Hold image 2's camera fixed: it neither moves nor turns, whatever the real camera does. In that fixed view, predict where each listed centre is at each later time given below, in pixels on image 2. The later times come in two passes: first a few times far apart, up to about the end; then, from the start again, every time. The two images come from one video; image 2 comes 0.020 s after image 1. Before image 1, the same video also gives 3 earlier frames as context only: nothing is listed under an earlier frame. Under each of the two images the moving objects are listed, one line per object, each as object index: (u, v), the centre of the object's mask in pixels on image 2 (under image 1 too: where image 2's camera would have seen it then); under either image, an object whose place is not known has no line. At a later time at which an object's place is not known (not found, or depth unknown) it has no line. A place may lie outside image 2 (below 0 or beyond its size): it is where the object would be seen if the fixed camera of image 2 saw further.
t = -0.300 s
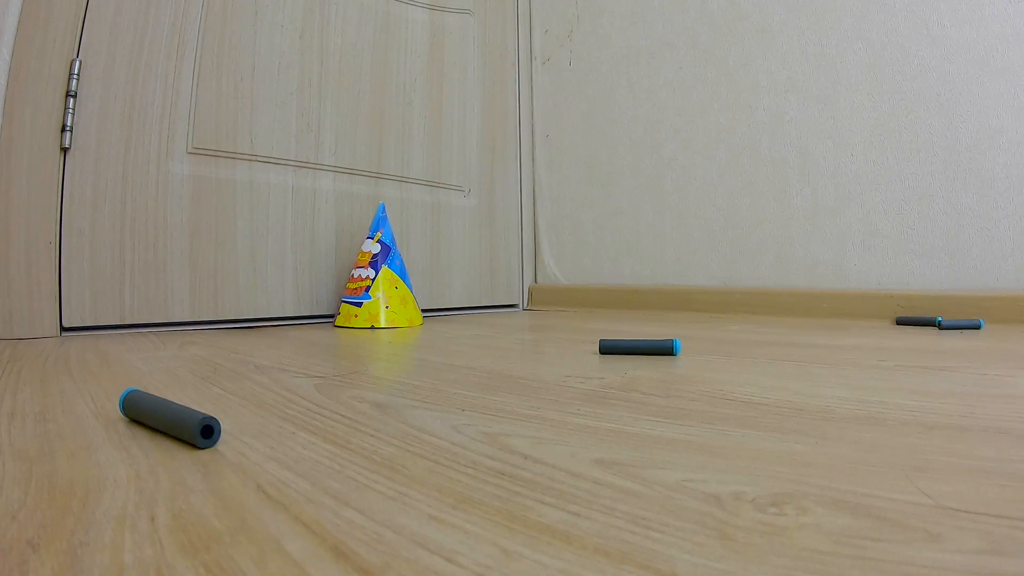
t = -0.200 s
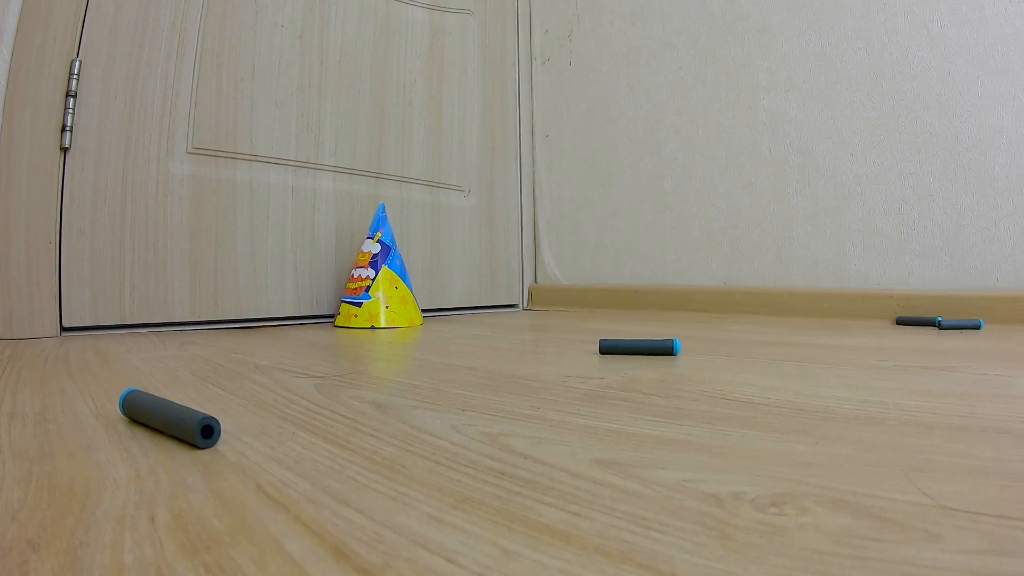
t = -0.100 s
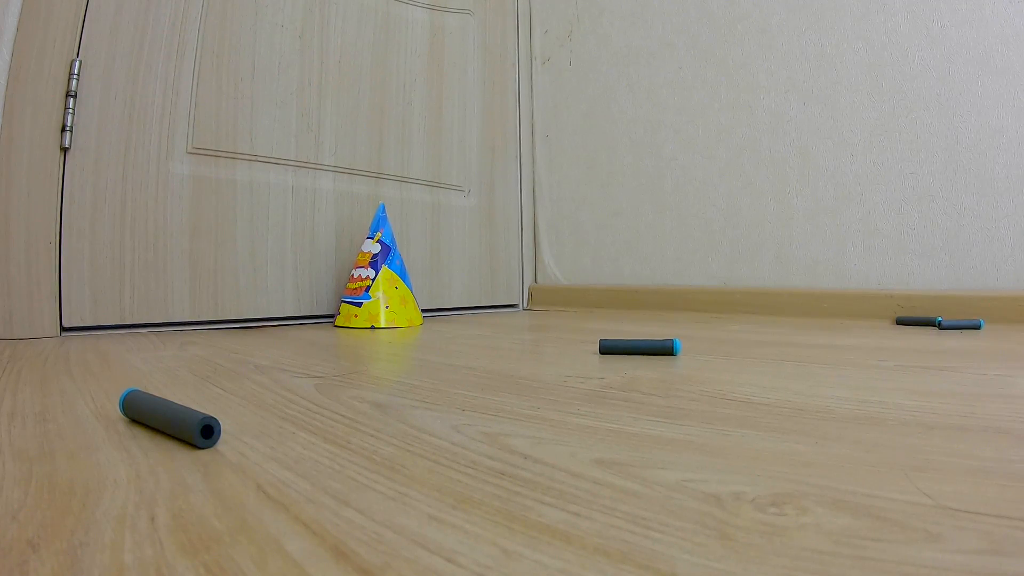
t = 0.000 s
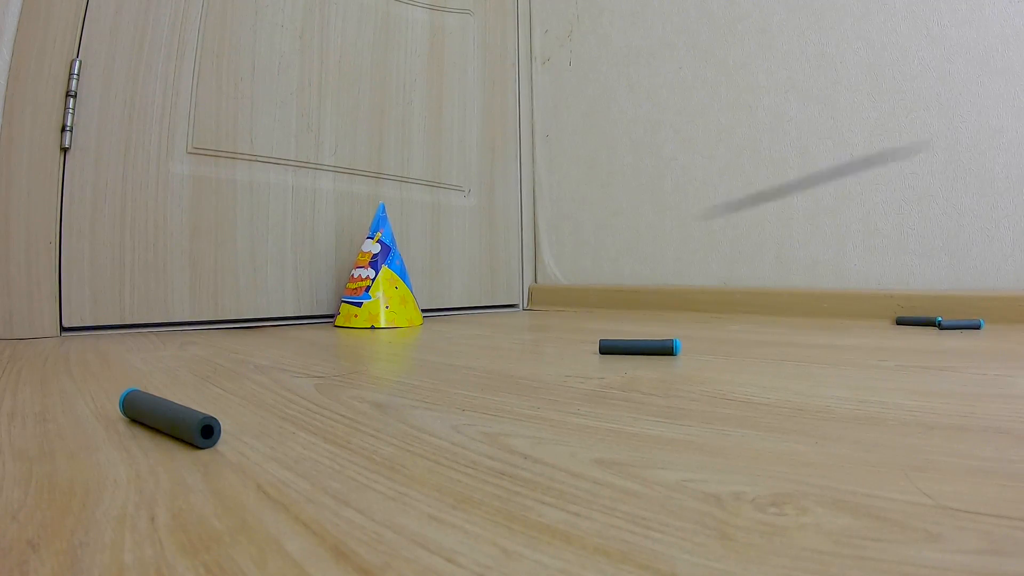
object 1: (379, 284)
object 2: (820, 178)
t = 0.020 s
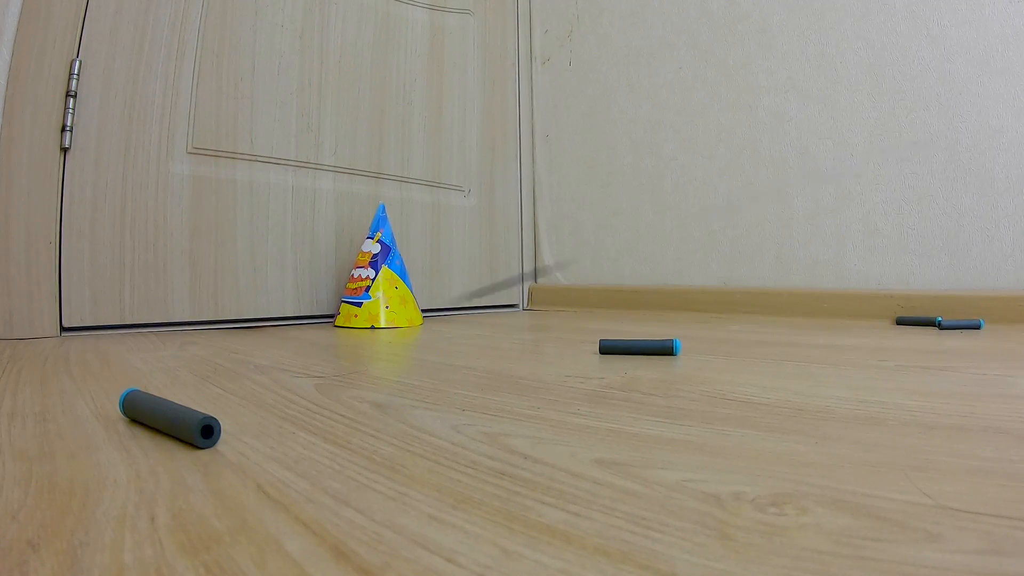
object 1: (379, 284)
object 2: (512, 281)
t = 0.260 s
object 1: (391, 278)
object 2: (514, 299)
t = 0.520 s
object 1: (404, 293)
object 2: (540, 311)
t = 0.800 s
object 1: (405, 293)
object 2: (542, 311)
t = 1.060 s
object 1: (403, 293)
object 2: (542, 311)
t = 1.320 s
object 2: (542, 311)
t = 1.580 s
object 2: (542, 311)
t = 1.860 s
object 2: (542, 311)
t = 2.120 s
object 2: (542, 311)
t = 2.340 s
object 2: (542, 311)
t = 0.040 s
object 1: (372, 283)
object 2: (421, 310)
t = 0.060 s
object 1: (366, 281)
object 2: (422, 303)
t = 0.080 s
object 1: (365, 272)
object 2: (423, 296)
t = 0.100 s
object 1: (365, 268)
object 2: (441, 299)
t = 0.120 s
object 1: (367, 266)
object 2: (458, 306)
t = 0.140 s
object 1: (369, 266)
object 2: (464, 314)
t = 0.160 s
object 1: (371, 267)
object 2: (472, 310)
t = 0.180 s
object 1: (374, 266)
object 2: (479, 308)
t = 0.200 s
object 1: (378, 266)
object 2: (486, 305)
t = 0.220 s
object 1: (383, 268)
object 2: (494, 301)
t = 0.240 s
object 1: (387, 272)
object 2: (504, 300)
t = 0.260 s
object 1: (391, 278)
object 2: (514, 299)
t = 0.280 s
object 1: (394, 287)
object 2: (525, 299)
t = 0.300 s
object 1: (397, 293)
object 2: (533, 303)
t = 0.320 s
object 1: (397, 289)
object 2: (536, 310)
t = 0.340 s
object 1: (398, 286)
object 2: (539, 310)
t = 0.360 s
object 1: (399, 285)
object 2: (539, 310)
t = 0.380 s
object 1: (399, 287)
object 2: (539, 311)
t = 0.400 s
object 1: (400, 291)
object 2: (538, 311)
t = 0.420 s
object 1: (400, 293)
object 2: (539, 311)
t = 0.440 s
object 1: (401, 291)
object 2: (539, 311)
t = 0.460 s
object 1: (401, 291)
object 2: (539, 311)
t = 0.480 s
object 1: (402, 294)
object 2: (540, 311)
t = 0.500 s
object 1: (403, 293)
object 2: (540, 311)
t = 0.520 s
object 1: (404, 293)
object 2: (540, 311)
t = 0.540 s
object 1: (405, 294)
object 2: (541, 311)
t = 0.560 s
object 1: (406, 293)
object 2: (541, 311)
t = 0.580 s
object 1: (406, 293)
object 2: (541, 311)
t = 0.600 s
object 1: (407, 293)
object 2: (541, 311)
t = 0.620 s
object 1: (407, 293)
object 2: (541, 311)
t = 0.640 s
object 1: (407, 293)
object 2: (542, 311)
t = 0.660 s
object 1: (407, 293)
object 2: (542, 311)
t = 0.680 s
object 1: (407, 293)
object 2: (542, 311)
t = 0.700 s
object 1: (407, 293)
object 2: (542, 311)
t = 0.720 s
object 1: (407, 293)
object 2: (543, 311)
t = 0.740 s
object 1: (406, 293)
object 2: (543, 311)
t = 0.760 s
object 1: (406, 293)
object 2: (543, 311)
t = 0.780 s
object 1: (405, 293)
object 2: (542, 311)
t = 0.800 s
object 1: (405, 293)
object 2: (542, 311)
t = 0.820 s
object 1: (404, 293)
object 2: (542, 311)
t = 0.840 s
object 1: (403, 293)
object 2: (542, 311)
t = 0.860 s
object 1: (403, 293)
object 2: (542, 311)
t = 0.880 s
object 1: (402, 293)
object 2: (542, 311)
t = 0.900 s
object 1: (402, 293)
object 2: (542, 311)
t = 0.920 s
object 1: (402, 293)
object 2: (542, 311)
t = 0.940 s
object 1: (401, 293)
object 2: (542, 311)
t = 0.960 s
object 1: (401, 293)
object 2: (542, 311)
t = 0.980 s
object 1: (401, 293)
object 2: (542, 311)
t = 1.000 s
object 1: (402, 293)
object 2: (542, 311)
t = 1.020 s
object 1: (402, 293)
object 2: (542, 311)
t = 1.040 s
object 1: (402, 293)
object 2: (542, 311)
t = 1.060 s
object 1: (403, 293)
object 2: (542, 311)
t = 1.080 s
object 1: (403, 293)
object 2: (542, 311)
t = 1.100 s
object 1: (404, 293)
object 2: (542, 311)
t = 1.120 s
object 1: (405, 293)
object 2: (542, 311)
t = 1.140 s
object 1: (405, 293)
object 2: (542, 311)
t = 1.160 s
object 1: (406, 293)
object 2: (542, 311)
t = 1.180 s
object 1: (406, 293)
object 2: (542, 311)
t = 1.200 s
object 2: (542, 311)
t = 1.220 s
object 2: (542, 311)
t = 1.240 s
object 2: (542, 311)
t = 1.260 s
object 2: (542, 311)
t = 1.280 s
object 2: (542, 311)
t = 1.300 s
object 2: (542, 311)
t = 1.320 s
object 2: (542, 311)
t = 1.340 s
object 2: (542, 311)
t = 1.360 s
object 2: (542, 311)
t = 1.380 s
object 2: (542, 311)
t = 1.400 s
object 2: (542, 311)
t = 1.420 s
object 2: (542, 311)
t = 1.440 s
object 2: (542, 311)
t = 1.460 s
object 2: (542, 311)
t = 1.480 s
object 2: (542, 311)
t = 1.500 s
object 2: (542, 311)
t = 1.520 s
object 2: (542, 311)
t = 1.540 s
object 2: (542, 311)
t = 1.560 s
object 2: (542, 311)
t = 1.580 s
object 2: (542, 311)
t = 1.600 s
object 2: (542, 311)
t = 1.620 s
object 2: (542, 311)
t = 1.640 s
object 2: (542, 311)
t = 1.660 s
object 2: (542, 311)
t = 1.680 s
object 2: (542, 311)
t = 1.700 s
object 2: (542, 311)
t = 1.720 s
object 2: (542, 311)
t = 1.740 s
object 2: (542, 311)
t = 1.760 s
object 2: (542, 311)
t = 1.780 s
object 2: (542, 311)
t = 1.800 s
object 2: (542, 311)
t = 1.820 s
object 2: (542, 311)
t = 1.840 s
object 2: (542, 311)
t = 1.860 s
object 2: (542, 311)
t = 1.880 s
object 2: (542, 311)
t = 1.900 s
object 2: (542, 311)
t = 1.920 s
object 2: (542, 311)
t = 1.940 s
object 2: (542, 311)
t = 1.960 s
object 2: (542, 311)
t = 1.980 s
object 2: (542, 311)
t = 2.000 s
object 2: (542, 311)
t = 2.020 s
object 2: (542, 311)
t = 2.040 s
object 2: (542, 311)
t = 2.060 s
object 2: (542, 311)
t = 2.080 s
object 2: (542, 311)
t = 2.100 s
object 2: (542, 311)
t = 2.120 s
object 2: (542, 311)
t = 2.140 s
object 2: (542, 311)
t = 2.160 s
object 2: (542, 311)
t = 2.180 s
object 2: (542, 311)
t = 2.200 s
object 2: (542, 311)
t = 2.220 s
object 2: (542, 311)
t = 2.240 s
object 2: (542, 311)
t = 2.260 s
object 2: (542, 311)
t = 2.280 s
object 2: (542, 311)
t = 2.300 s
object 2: (542, 311)
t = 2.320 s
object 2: (542, 311)
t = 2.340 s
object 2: (542, 311)
